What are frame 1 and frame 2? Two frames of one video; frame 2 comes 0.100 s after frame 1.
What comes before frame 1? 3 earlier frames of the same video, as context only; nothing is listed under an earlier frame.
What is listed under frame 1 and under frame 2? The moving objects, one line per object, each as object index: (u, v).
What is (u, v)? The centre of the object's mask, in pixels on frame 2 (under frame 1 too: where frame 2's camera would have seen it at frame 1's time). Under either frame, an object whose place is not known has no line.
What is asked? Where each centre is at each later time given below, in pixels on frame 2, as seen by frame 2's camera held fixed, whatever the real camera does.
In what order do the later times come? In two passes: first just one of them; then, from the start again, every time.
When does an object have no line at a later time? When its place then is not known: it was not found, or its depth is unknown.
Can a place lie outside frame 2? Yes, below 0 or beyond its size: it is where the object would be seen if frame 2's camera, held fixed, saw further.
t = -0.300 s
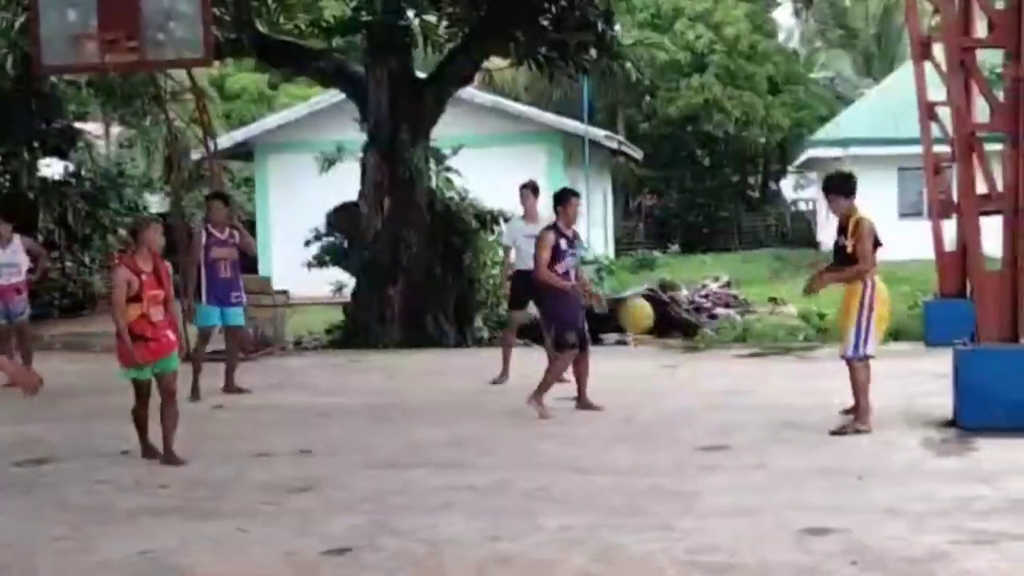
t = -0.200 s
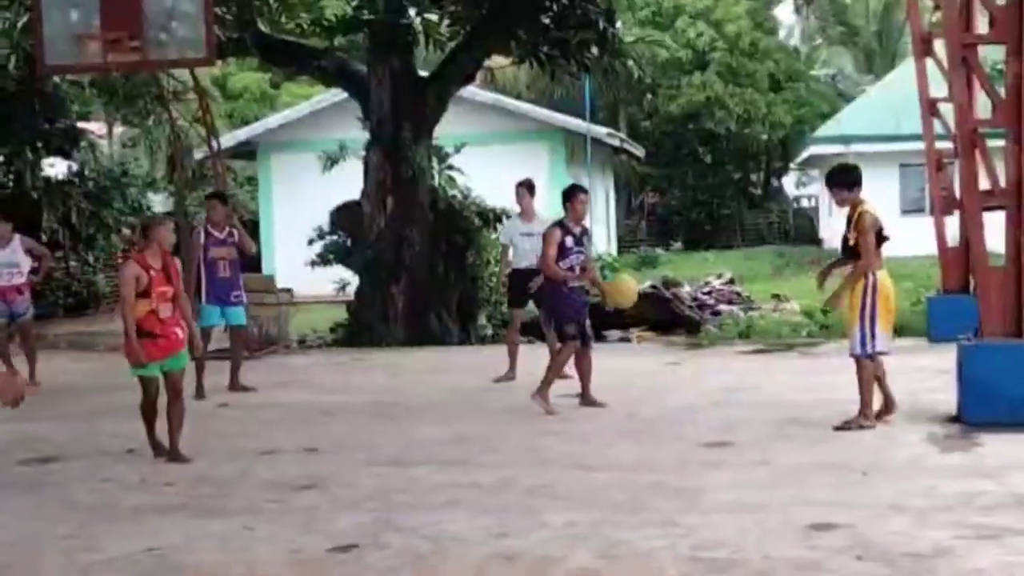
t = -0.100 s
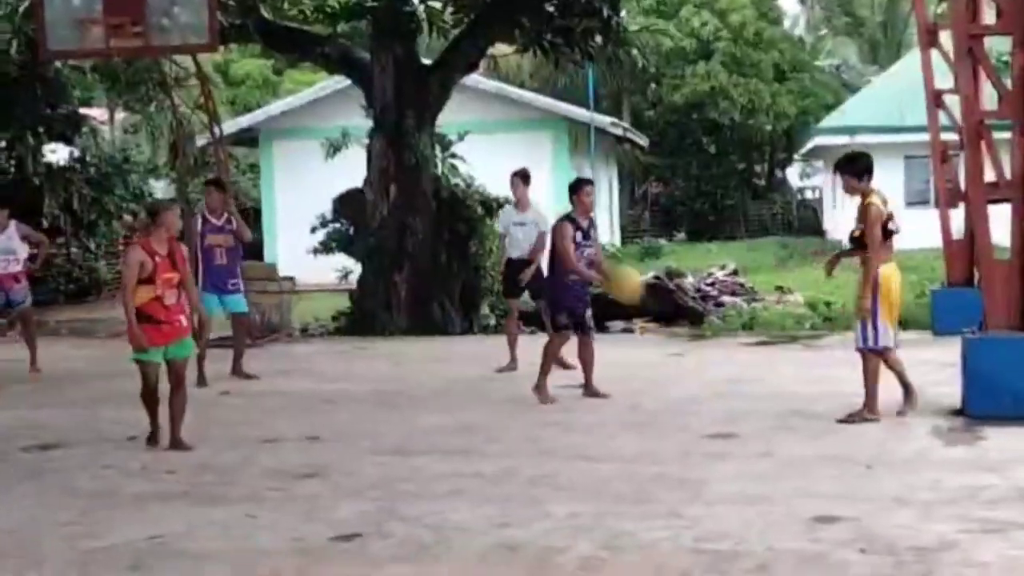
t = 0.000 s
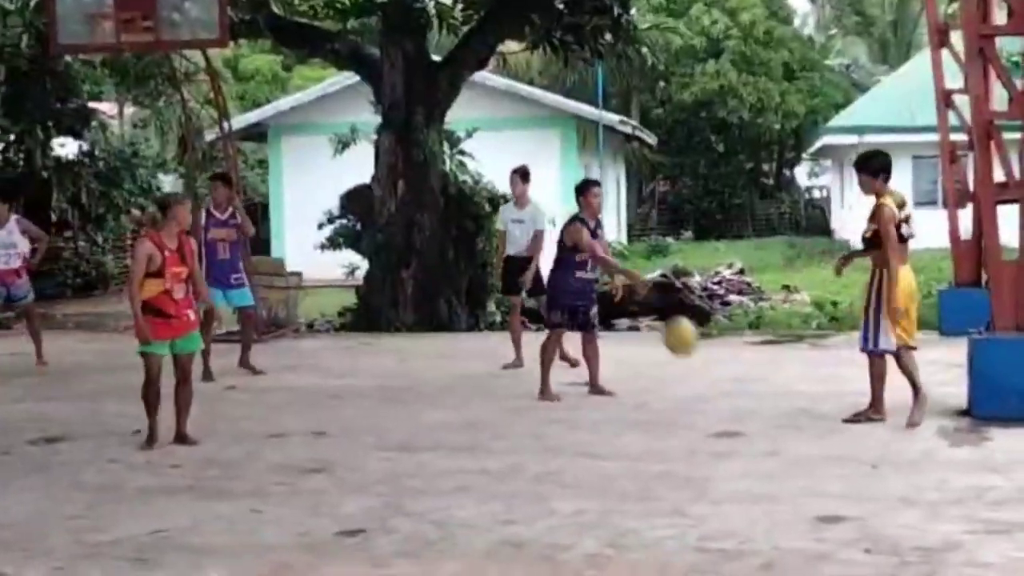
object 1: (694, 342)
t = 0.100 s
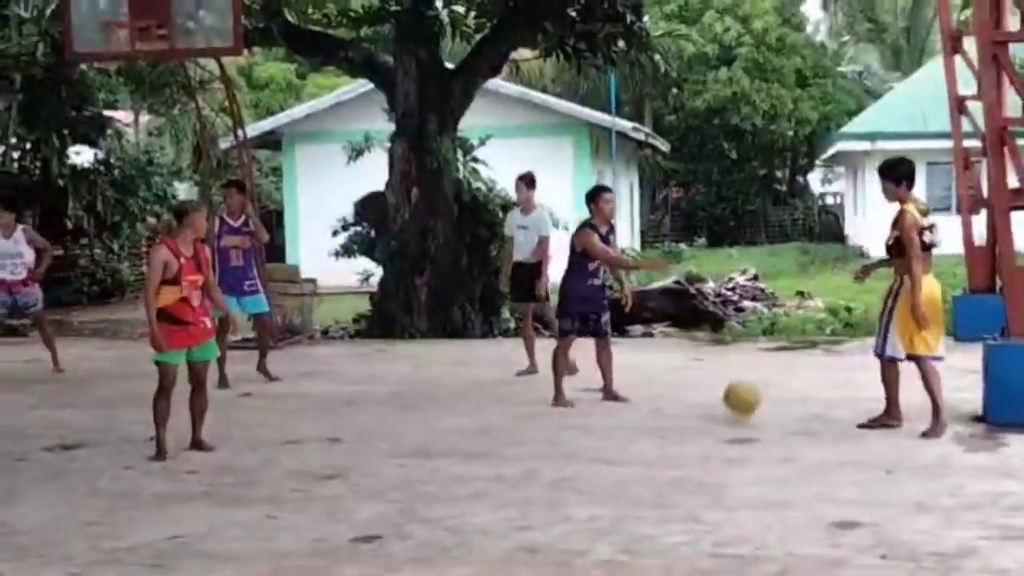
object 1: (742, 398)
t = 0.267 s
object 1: (781, 321)
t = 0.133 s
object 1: (749, 379)
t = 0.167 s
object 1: (757, 362)
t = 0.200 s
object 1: (766, 345)
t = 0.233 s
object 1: (775, 331)
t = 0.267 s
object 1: (781, 321)
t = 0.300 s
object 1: (787, 315)
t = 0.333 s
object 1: (797, 294)
